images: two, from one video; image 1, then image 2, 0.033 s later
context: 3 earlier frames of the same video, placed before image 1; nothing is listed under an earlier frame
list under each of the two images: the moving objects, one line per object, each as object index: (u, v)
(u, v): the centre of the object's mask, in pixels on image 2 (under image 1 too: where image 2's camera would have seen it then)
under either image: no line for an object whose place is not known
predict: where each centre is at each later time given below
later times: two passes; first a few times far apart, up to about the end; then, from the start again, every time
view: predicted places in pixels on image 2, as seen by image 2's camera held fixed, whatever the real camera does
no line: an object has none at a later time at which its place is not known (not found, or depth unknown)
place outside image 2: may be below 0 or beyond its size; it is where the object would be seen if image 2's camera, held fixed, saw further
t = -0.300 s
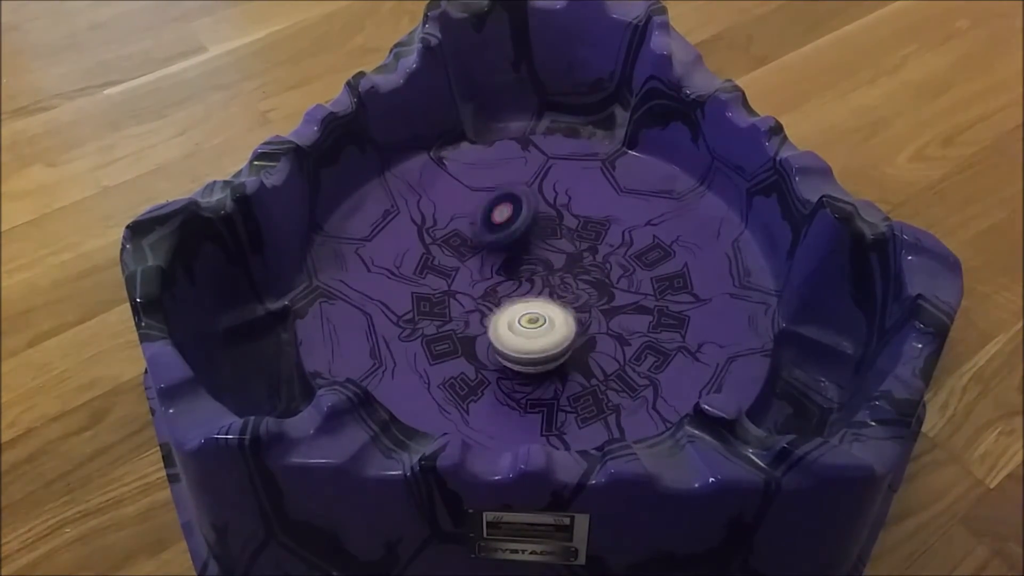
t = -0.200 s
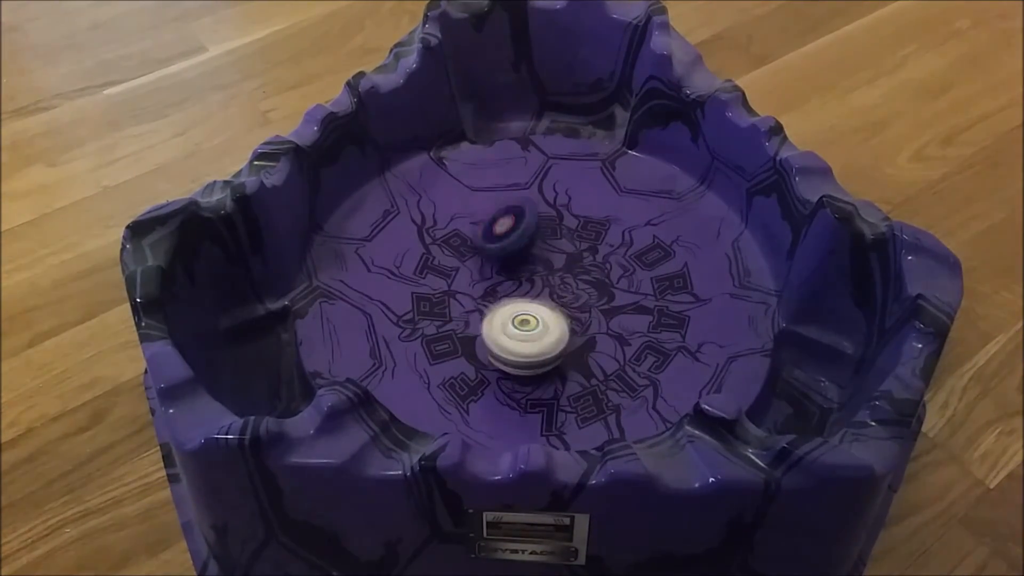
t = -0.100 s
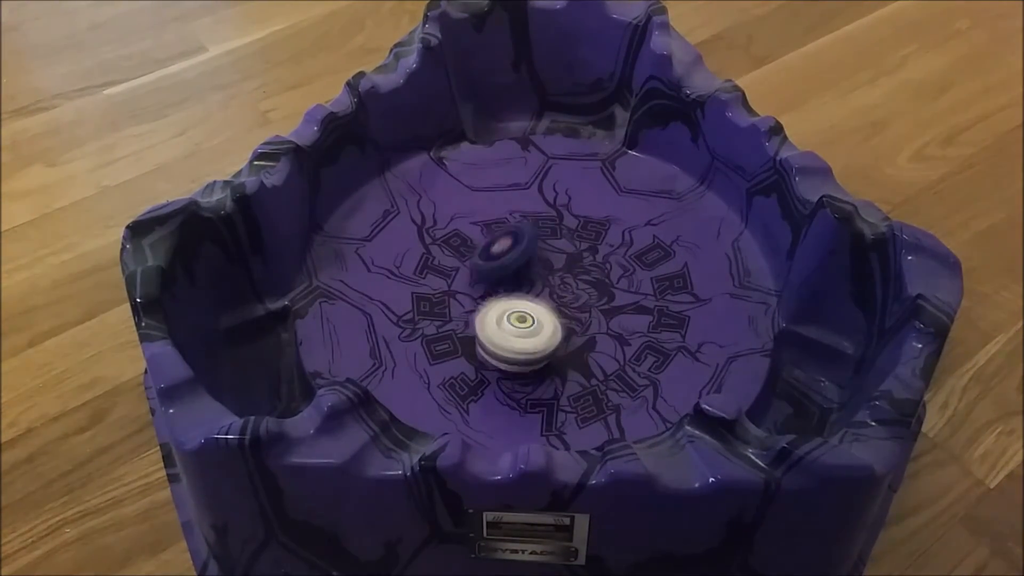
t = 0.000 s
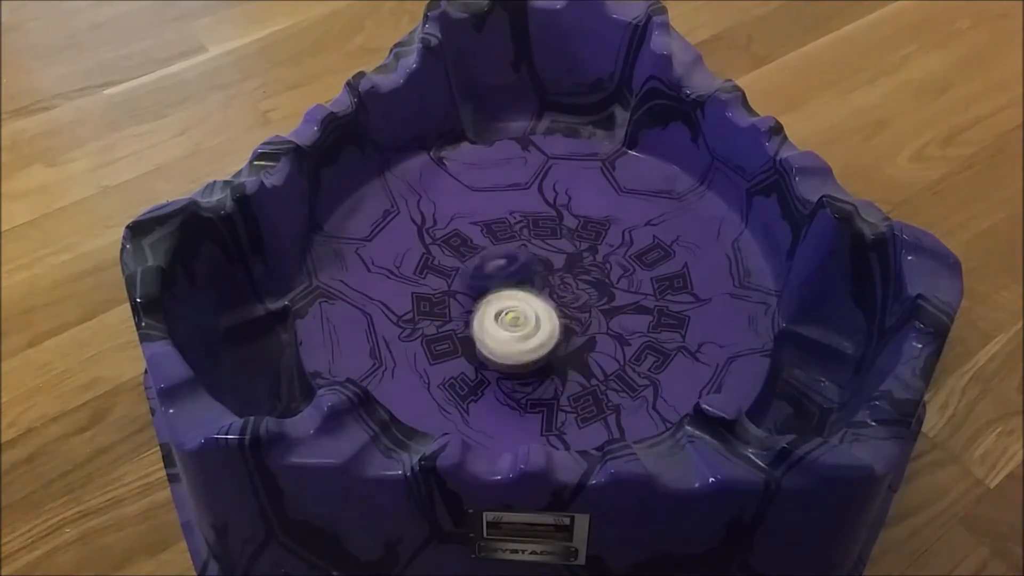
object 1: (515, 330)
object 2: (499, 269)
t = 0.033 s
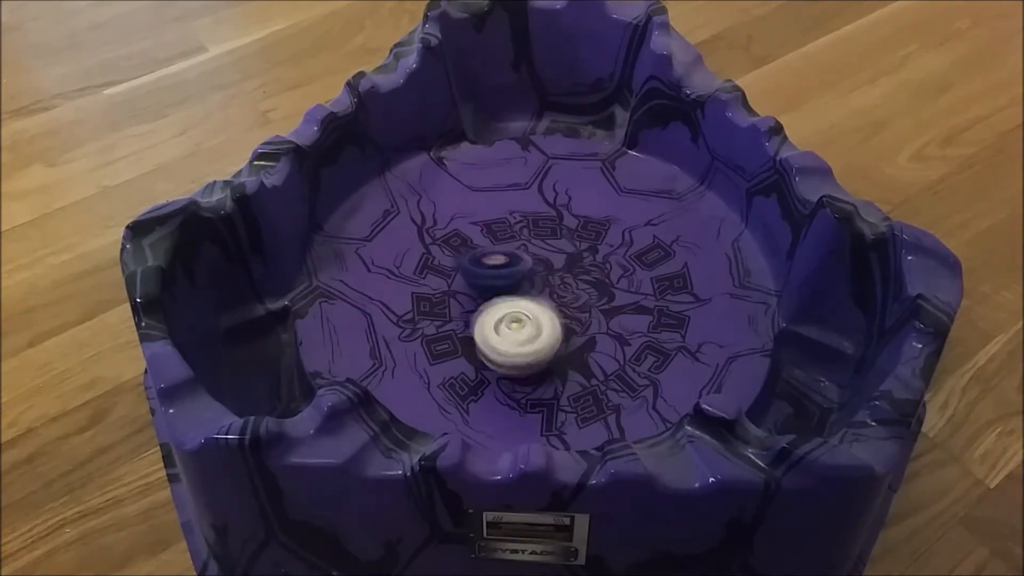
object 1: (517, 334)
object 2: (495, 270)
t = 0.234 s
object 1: (526, 343)
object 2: (497, 268)
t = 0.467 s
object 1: (537, 335)
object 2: (509, 265)
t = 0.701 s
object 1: (554, 321)
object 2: (571, 268)
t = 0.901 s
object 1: (566, 313)
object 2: (640, 295)
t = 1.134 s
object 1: (574, 305)
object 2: (667, 318)
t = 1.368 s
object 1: (573, 294)
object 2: (646, 331)
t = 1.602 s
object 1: (572, 277)
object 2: (597, 337)
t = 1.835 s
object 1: (575, 256)
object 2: (596, 342)
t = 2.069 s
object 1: (581, 251)
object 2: (583, 350)
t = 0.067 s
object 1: (518, 338)
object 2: (491, 268)
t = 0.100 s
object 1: (518, 340)
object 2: (493, 270)
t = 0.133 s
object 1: (519, 341)
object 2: (493, 269)
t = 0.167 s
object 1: (522, 342)
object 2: (494, 269)
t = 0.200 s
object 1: (524, 343)
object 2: (496, 268)
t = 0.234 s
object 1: (526, 343)
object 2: (497, 268)
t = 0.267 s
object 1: (527, 343)
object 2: (497, 267)
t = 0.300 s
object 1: (529, 342)
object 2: (499, 267)
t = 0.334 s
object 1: (531, 341)
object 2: (498, 267)
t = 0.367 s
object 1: (531, 340)
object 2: (498, 267)
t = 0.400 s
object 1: (534, 339)
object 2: (502, 266)
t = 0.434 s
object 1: (535, 337)
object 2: (504, 266)
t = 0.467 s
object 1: (537, 335)
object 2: (509, 265)
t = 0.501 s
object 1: (539, 333)
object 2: (513, 266)
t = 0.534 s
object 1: (541, 330)
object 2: (518, 264)
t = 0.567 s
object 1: (544, 328)
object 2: (529, 262)
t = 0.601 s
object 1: (546, 326)
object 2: (539, 260)
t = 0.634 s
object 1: (551, 323)
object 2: (547, 263)
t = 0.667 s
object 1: (553, 322)
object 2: (560, 264)
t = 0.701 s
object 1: (554, 321)
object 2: (571, 268)
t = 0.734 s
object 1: (556, 319)
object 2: (590, 272)
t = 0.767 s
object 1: (558, 318)
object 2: (601, 276)
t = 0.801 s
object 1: (560, 316)
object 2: (615, 281)
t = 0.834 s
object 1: (562, 315)
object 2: (625, 285)
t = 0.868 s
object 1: (564, 313)
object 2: (634, 293)
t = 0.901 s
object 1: (566, 313)
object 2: (640, 295)
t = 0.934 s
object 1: (567, 312)
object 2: (647, 301)
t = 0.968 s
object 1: (570, 310)
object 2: (653, 305)
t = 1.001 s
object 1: (570, 310)
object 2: (660, 307)
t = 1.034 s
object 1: (572, 308)
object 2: (663, 310)
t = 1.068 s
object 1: (573, 307)
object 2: (665, 312)
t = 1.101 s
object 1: (573, 306)
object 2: (667, 315)
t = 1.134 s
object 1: (574, 305)
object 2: (667, 318)
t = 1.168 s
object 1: (574, 304)
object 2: (666, 323)
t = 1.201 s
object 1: (574, 302)
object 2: (666, 324)
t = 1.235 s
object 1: (574, 301)
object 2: (664, 326)
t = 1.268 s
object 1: (574, 299)
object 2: (657, 326)
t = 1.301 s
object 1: (575, 298)
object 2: (653, 326)
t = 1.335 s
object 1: (574, 296)
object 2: (650, 330)
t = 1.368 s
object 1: (573, 294)
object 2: (646, 331)
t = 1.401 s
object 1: (573, 291)
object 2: (643, 333)
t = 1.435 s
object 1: (573, 290)
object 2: (631, 330)
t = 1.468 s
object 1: (573, 288)
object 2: (626, 331)
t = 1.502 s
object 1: (571, 286)
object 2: (619, 332)
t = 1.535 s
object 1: (571, 284)
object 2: (612, 333)
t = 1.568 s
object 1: (571, 280)
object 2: (601, 337)
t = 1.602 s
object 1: (572, 277)
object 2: (597, 337)
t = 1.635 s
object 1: (571, 276)
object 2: (596, 338)
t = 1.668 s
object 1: (572, 273)
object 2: (593, 336)
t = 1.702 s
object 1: (572, 272)
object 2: (592, 335)
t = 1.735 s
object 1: (572, 268)
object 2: (592, 336)
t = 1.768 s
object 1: (573, 263)
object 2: (594, 339)
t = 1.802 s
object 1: (574, 259)
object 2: (596, 341)
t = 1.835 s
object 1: (575, 256)
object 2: (596, 342)
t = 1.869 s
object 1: (578, 254)
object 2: (592, 345)
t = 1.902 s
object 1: (578, 254)
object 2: (591, 345)
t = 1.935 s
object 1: (579, 252)
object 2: (589, 346)
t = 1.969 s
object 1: (579, 252)
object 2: (589, 346)
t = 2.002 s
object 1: (578, 251)
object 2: (586, 349)
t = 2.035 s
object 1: (579, 249)
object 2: (582, 350)
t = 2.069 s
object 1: (581, 251)
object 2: (583, 350)
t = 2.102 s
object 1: (581, 252)
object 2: (584, 348)
